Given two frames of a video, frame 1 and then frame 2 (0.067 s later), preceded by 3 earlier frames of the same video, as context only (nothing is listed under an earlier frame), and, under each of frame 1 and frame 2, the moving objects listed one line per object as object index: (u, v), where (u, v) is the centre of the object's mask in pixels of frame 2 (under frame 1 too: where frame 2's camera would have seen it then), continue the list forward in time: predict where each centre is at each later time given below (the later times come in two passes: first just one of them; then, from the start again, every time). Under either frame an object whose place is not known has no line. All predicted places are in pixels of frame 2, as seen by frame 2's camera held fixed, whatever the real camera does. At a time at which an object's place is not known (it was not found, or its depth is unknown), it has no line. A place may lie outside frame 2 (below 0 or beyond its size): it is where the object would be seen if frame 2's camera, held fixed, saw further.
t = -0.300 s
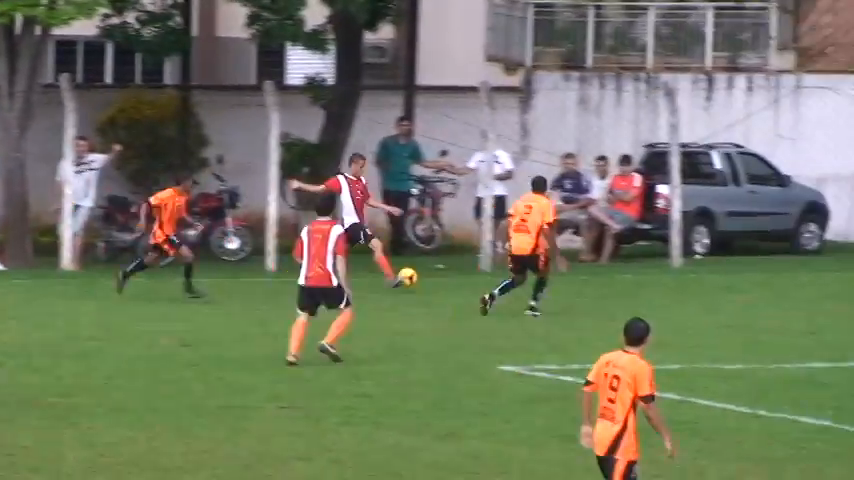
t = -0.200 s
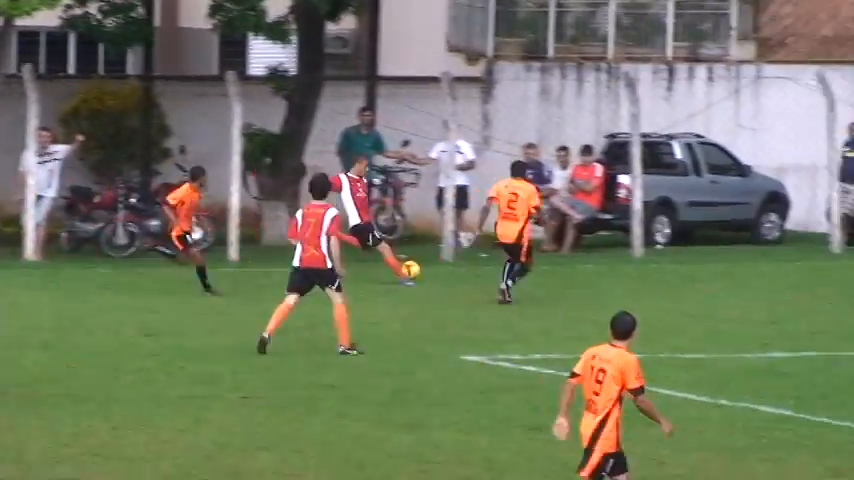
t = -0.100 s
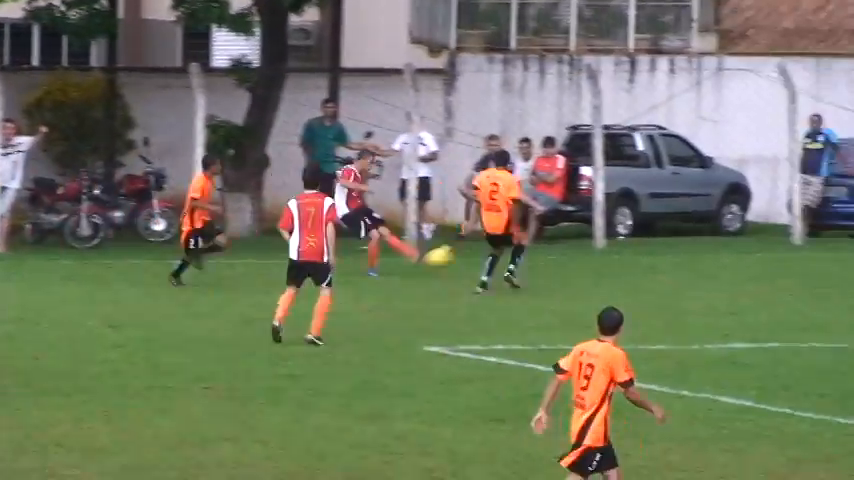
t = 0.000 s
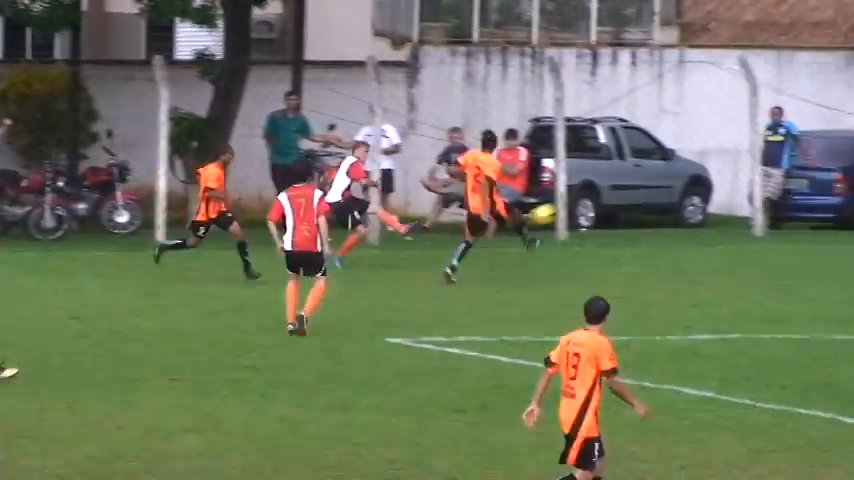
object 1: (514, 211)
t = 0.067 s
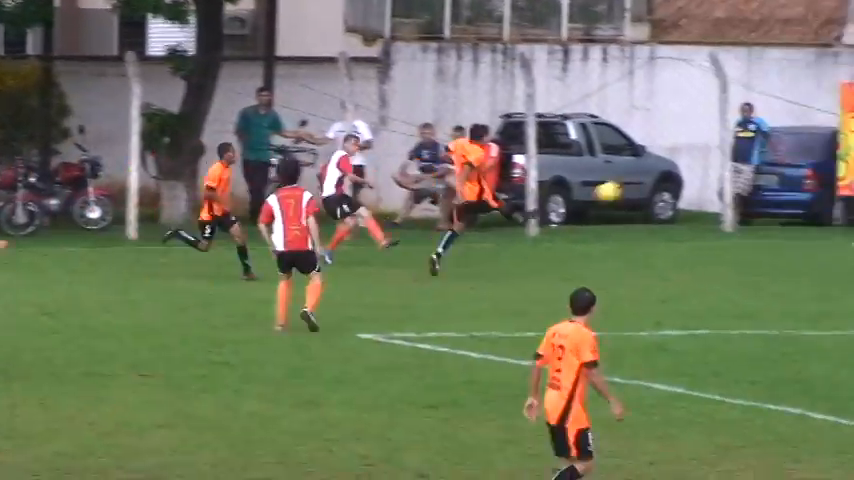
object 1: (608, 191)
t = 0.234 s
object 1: (840, 163)
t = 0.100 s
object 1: (654, 183)
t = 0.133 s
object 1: (701, 178)
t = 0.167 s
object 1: (747, 171)
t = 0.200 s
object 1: (795, 167)
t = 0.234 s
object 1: (840, 163)
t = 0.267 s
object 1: (885, 160)
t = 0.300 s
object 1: (933, 161)
